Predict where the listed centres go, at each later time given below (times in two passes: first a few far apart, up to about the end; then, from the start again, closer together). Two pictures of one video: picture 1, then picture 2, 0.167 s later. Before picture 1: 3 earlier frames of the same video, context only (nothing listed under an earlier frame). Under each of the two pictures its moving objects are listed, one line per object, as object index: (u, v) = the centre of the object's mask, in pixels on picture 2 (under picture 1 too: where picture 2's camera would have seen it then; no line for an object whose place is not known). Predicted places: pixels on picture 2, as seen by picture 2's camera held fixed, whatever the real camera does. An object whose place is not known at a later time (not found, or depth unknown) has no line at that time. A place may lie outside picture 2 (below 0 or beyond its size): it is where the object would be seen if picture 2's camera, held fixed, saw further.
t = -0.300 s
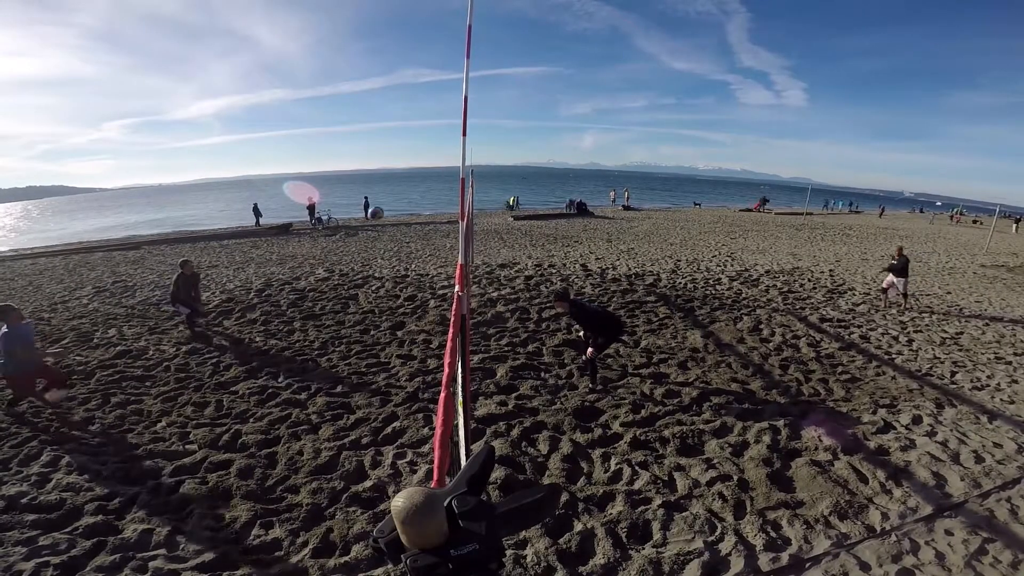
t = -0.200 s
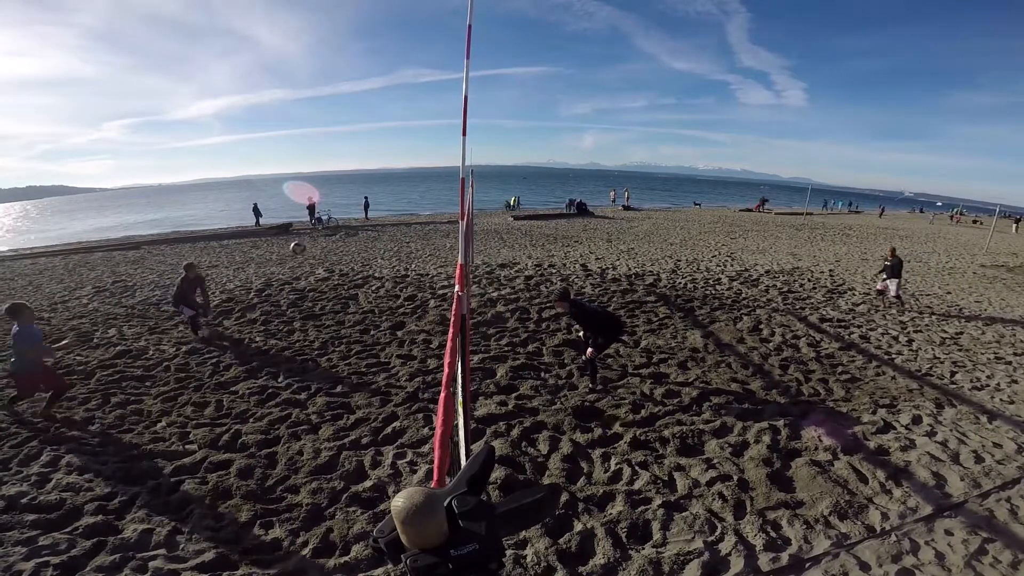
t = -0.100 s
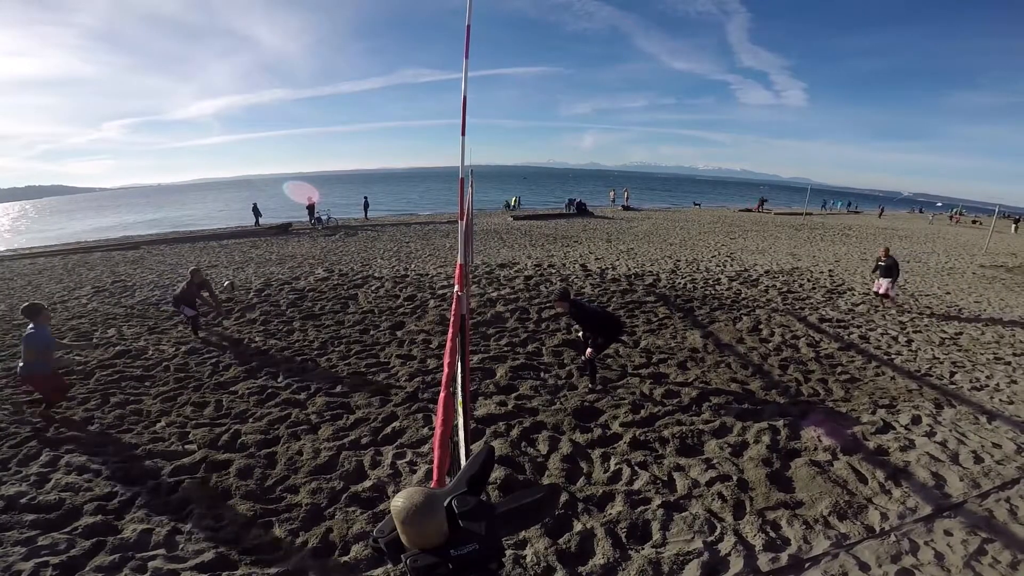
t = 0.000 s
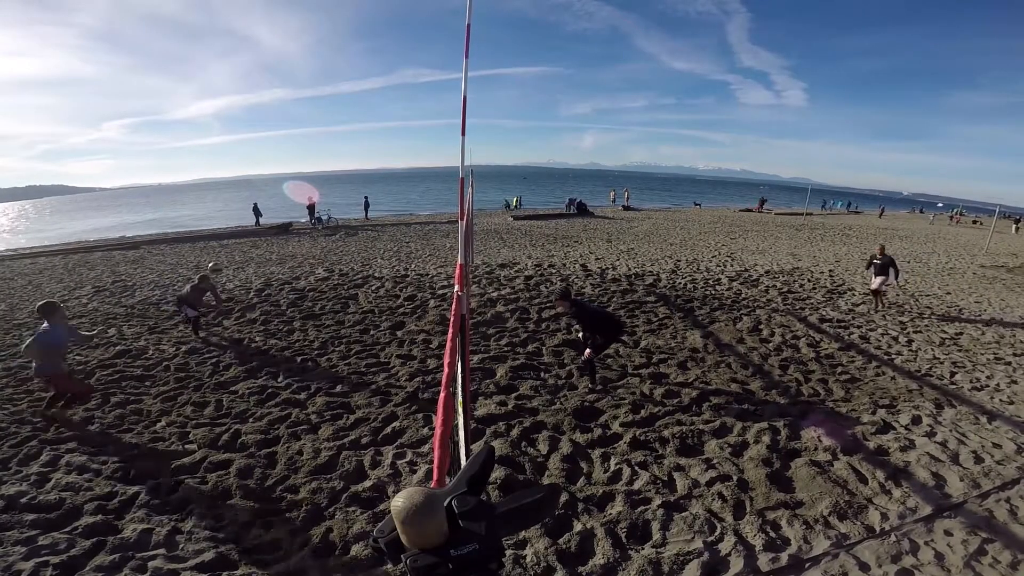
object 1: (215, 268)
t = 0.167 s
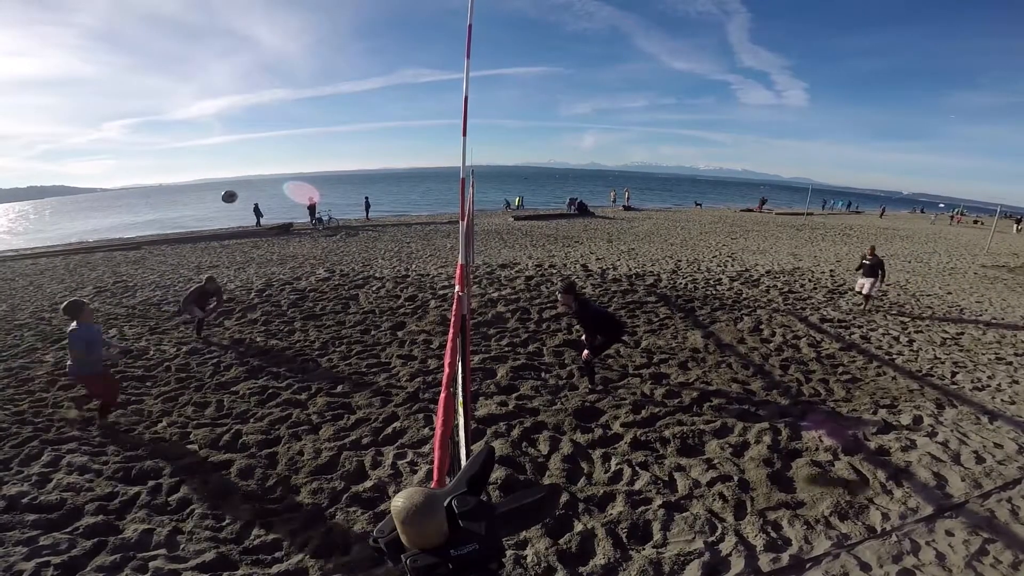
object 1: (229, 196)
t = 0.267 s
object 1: (241, 159)
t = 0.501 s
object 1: (271, 92)
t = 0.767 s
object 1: (306, 52)
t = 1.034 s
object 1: (339, 51)
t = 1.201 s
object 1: (359, 71)
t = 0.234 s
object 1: (236, 171)
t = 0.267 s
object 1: (241, 159)
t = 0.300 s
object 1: (244, 148)
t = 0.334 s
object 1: (248, 137)
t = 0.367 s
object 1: (253, 127)
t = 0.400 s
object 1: (257, 117)
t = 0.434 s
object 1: (261, 108)
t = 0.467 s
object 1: (266, 100)
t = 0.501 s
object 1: (271, 92)
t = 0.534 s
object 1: (275, 85)
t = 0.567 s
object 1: (280, 78)
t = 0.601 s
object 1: (284, 73)
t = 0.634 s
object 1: (288, 67)
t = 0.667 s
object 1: (293, 63)
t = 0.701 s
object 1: (297, 58)
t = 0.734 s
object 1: (302, 55)
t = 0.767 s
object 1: (306, 52)
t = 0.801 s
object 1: (310, 50)
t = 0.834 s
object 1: (314, 48)
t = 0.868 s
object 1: (318, 47)
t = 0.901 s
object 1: (323, 47)
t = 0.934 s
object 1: (327, 47)
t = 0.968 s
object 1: (331, 48)
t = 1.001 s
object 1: (335, 49)
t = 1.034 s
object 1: (339, 51)
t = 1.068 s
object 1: (343, 54)
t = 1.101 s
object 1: (347, 57)
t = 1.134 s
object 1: (351, 61)
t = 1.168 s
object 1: (355, 66)
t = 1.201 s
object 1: (359, 71)
